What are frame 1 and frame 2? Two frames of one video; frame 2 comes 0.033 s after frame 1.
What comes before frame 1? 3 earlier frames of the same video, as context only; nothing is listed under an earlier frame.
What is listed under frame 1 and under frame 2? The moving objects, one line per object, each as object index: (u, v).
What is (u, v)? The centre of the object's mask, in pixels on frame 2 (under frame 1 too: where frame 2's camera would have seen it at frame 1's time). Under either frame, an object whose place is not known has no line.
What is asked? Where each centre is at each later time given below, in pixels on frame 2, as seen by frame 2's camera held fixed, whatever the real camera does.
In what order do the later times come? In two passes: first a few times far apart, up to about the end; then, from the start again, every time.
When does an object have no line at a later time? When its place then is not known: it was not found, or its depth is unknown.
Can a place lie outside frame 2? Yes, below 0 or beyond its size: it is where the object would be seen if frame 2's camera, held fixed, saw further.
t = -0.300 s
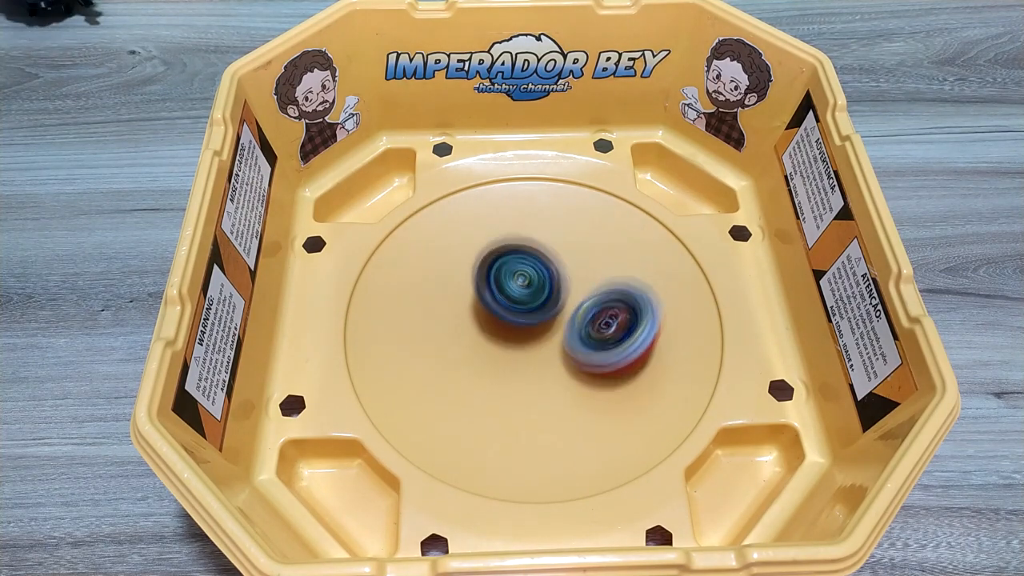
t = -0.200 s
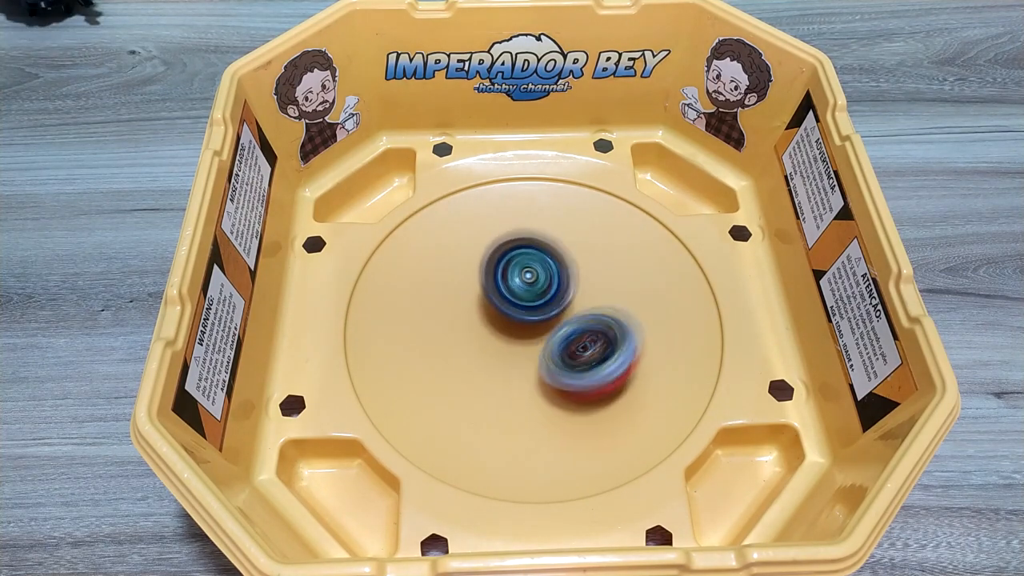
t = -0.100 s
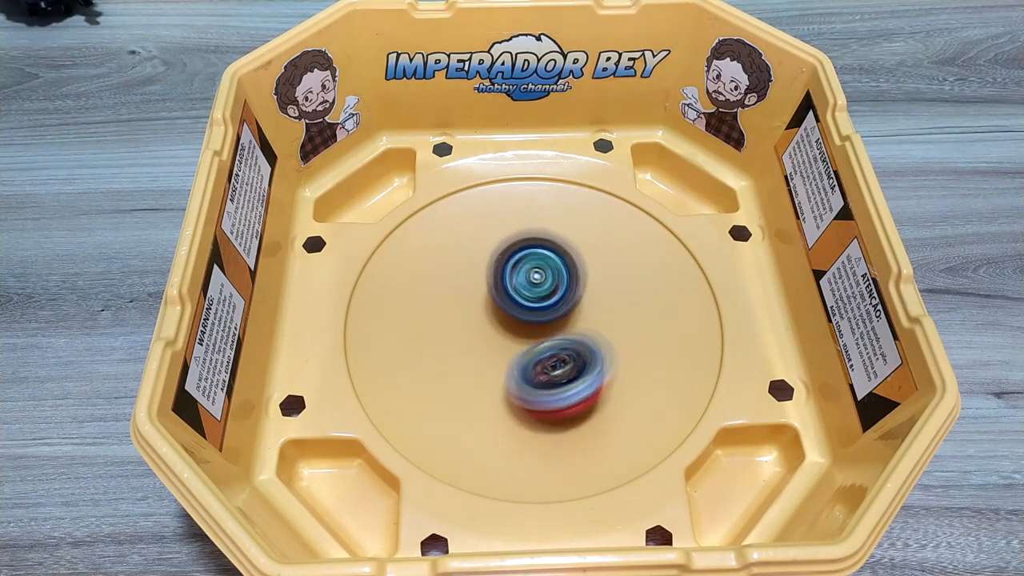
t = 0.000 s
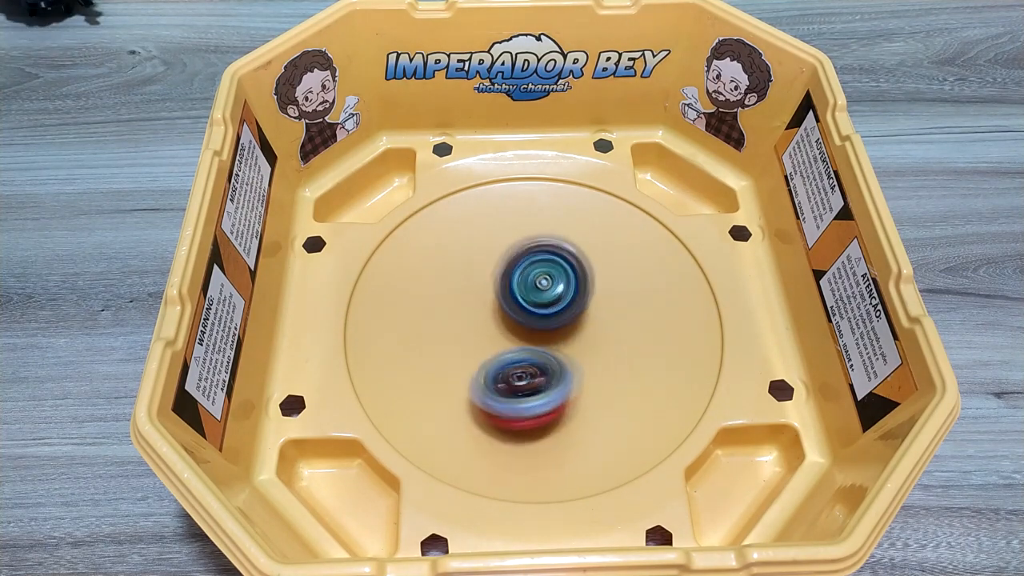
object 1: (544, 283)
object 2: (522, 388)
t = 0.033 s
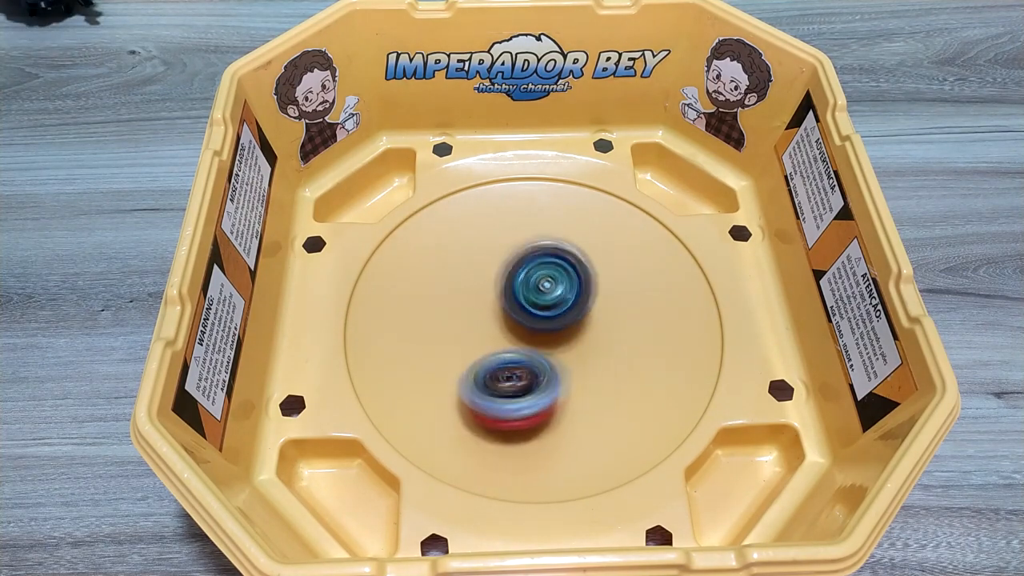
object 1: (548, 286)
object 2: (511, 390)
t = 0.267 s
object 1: (560, 322)
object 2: (457, 368)
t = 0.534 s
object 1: (539, 349)
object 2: (461, 299)
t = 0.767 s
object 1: (530, 342)
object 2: (509, 251)
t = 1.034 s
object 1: (516, 296)
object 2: (583, 254)
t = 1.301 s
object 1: (470, 280)
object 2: (601, 332)
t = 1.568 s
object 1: (494, 292)
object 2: (527, 392)
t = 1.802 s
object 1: (559, 313)
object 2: (460, 376)
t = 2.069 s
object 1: (579, 334)
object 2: (462, 302)
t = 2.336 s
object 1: (532, 331)
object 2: (525, 251)
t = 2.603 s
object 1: (490, 297)
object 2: (599, 266)
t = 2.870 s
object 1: (515, 295)
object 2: (604, 338)
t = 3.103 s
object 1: (536, 280)
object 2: (557, 400)
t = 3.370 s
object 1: (527, 283)
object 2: (483, 369)
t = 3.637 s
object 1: (554, 267)
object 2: (459, 298)
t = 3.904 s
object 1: (578, 303)
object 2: (494, 246)
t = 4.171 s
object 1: (539, 348)
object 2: (566, 263)
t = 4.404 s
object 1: (478, 322)
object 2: (621, 324)
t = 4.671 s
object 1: (486, 290)
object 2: (581, 385)
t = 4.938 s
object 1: (545, 291)
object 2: (466, 381)
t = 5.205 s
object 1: (560, 300)
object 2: (428, 312)
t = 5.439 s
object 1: (554, 311)
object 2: (484, 263)
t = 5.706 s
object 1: (547, 319)
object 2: (589, 248)
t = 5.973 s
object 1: (538, 320)
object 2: (630, 312)
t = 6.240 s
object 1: (535, 319)
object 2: (606, 390)
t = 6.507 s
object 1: (536, 318)
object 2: (522, 400)
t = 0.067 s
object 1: (550, 290)
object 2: (499, 390)
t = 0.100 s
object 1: (553, 294)
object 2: (488, 389)
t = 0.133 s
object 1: (556, 299)
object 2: (479, 387)
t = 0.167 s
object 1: (557, 304)
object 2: (472, 383)
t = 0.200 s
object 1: (559, 310)
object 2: (465, 378)
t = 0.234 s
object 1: (560, 316)
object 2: (460, 373)
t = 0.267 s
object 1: (560, 322)
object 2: (457, 368)
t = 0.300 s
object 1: (561, 328)
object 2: (453, 361)
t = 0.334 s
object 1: (559, 333)
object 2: (452, 354)
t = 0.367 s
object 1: (557, 338)
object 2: (450, 346)
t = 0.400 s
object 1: (555, 341)
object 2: (451, 336)
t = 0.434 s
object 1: (551, 344)
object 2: (452, 327)
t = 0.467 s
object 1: (547, 347)
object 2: (455, 318)
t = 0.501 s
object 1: (543, 347)
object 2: (458, 309)
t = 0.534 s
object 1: (539, 349)
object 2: (461, 299)
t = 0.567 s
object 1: (537, 353)
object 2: (464, 291)
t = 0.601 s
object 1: (535, 353)
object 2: (469, 281)
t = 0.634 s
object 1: (535, 352)
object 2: (476, 272)
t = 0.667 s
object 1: (533, 352)
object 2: (483, 266)
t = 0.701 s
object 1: (533, 350)
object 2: (491, 260)
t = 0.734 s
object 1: (533, 346)
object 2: (500, 255)
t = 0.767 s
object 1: (530, 342)
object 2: (509, 251)
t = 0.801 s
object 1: (530, 337)
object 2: (519, 248)
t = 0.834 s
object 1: (527, 332)
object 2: (528, 247)
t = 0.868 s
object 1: (524, 326)
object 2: (538, 245)
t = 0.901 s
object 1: (524, 321)
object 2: (548, 245)
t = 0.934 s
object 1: (521, 313)
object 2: (557, 246)
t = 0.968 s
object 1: (522, 306)
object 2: (567, 246)
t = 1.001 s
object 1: (518, 299)
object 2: (575, 250)
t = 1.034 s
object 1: (516, 296)
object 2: (583, 254)
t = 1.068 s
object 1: (511, 292)
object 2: (589, 261)
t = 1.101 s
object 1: (505, 288)
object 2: (596, 270)
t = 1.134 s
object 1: (497, 287)
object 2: (603, 279)
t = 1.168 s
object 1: (489, 284)
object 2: (608, 288)
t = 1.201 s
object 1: (482, 283)
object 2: (608, 298)
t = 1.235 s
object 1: (474, 282)
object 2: (608, 309)
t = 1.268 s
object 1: (471, 280)
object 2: (605, 321)
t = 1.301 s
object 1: (470, 280)
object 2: (601, 332)
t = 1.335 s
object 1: (471, 280)
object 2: (595, 343)
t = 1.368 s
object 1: (473, 280)
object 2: (589, 353)
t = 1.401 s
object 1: (475, 281)
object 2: (581, 363)
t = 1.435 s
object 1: (477, 285)
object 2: (571, 371)
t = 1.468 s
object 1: (479, 287)
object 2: (561, 379)
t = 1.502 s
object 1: (483, 288)
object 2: (550, 385)
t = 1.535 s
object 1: (488, 291)
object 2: (539, 389)
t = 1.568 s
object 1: (494, 292)
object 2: (527, 392)
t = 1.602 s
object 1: (501, 295)
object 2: (516, 393)
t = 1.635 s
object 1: (511, 296)
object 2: (505, 393)
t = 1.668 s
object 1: (520, 301)
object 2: (494, 391)
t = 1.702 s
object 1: (529, 304)
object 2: (485, 388)
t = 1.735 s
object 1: (541, 308)
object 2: (475, 385)
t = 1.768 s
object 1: (550, 311)
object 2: (467, 381)
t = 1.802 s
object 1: (559, 313)
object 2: (460, 376)
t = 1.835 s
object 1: (566, 317)
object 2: (457, 369)
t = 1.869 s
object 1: (573, 319)
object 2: (454, 362)
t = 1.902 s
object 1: (578, 323)
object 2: (452, 353)
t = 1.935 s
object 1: (582, 326)
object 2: (452, 344)
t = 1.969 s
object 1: (582, 328)
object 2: (452, 334)
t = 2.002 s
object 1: (583, 331)
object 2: (454, 324)
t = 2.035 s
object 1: (581, 332)
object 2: (457, 313)
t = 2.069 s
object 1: (579, 334)
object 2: (462, 302)
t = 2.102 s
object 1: (575, 335)
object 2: (467, 294)
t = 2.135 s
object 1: (571, 336)
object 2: (473, 286)
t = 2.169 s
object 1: (565, 337)
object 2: (480, 278)
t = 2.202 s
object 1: (561, 337)
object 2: (489, 271)
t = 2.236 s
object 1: (554, 337)
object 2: (497, 264)
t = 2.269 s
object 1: (547, 336)
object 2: (506, 259)
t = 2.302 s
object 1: (540, 334)
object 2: (515, 255)
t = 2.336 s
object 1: (532, 331)
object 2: (525, 251)
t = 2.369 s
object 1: (525, 326)
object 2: (535, 249)
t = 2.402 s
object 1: (519, 321)
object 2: (546, 249)
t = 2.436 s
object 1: (513, 314)
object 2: (555, 250)
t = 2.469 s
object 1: (509, 308)
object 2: (564, 252)
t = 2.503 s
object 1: (499, 303)
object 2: (575, 252)
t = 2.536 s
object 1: (495, 302)
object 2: (584, 256)
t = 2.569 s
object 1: (490, 299)
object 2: (592, 261)
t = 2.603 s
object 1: (490, 297)
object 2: (599, 266)
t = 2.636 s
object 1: (490, 295)
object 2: (604, 273)
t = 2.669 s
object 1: (492, 296)
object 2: (607, 280)
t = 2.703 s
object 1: (494, 295)
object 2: (610, 289)
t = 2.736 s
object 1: (497, 295)
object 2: (611, 298)
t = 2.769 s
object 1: (500, 296)
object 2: (611, 308)
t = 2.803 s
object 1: (505, 294)
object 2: (610, 318)
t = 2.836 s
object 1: (510, 295)
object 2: (608, 327)
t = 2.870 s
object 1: (515, 295)
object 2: (604, 338)
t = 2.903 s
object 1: (523, 295)
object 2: (600, 347)
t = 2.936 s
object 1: (529, 298)
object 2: (593, 356)
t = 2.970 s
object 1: (530, 293)
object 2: (590, 370)
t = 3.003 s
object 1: (530, 285)
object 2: (585, 382)
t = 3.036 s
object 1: (532, 281)
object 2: (578, 391)
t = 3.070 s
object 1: (534, 280)
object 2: (568, 397)
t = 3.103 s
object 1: (536, 280)
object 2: (557, 400)
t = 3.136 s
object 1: (537, 282)
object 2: (547, 401)
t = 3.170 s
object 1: (535, 283)
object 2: (536, 401)
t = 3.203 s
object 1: (533, 283)
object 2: (526, 399)
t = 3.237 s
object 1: (530, 283)
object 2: (515, 395)
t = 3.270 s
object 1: (529, 283)
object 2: (506, 390)
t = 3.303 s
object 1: (529, 281)
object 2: (497, 385)
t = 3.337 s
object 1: (528, 282)
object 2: (489, 377)
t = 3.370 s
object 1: (527, 283)
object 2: (483, 369)
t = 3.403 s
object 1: (527, 282)
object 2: (479, 361)
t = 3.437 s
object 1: (529, 280)
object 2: (475, 351)
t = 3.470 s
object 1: (540, 276)
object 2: (464, 344)
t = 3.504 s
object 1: (547, 272)
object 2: (457, 335)
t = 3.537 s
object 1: (552, 270)
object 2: (454, 325)
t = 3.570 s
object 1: (554, 269)
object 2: (454, 316)
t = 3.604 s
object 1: (553, 266)
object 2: (456, 306)
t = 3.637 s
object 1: (554, 267)
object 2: (459, 298)
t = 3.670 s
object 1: (554, 268)
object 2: (463, 291)
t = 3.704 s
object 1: (554, 268)
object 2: (469, 281)
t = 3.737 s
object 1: (555, 272)
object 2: (474, 273)
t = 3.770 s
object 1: (566, 276)
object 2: (474, 264)
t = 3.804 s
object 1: (574, 284)
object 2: (475, 257)
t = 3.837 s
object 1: (577, 291)
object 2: (480, 251)
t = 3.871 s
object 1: (579, 297)
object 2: (487, 248)
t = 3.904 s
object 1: (578, 303)
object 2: (494, 246)
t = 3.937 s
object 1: (575, 310)
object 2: (503, 247)
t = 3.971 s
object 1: (572, 317)
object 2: (512, 249)
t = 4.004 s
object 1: (567, 322)
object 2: (521, 251)
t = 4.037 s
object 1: (564, 330)
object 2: (528, 251)
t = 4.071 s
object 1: (561, 335)
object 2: (538, 251)
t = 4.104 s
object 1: (555, 339)
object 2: (547, 255)
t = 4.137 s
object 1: (548, 341)
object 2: (556, 259)
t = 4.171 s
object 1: (539, 348)
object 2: (566, 263)
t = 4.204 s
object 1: (532, 348)
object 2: (577, 269)
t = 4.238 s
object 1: (523, 345)
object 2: (584, 275)
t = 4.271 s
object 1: (519, 342)
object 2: (591, 286)
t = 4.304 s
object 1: (513, 337)
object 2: (596, 294)
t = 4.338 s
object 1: (500, 333)
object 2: (604, 303)
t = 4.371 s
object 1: (487, 329)
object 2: (617, 312)
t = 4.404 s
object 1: (478, 322)
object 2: (621, 324)
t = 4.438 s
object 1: (471, 314)
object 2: (625, 335)
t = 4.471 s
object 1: (466, 308)
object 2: (624, 344)
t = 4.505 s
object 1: (465, 301)
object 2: (623, 355)
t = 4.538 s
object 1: (465, 296)
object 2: (617, 362)
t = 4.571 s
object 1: (470, 293)
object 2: (609, 371)
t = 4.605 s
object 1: (475, 288)
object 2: (602, 377)
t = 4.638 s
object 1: (480, 287)
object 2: (590, 383)
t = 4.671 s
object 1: (486, 290)
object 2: (581, 385)
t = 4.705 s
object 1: (489, 284)
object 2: (566, 388)
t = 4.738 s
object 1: (496, 279)
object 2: (554, 390)
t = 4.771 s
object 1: (505, 278)
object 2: (538, 391)
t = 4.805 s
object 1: (511, 283)
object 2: (526, 389)
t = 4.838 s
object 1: (513, 292)
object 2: (510, 386)
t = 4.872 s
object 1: (517, 296)
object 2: (496, 385)
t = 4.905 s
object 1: (529, 292)
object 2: (479, 385)
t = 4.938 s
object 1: (545, 291)
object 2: (466, 381)
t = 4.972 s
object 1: (556, 291)
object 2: (453, 375)
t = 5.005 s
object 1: (565, 288)
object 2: (443, 368)
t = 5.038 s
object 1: (574, 289)
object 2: (436, 361)
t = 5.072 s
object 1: (574, 294)
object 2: (431, 351)
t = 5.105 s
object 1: (568, 296)
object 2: (428, 342)
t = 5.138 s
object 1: (563, 299)
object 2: (426, 331)
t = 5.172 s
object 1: (560, 299)
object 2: (427, 321)
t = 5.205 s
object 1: (560, 300)
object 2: (428, 312)
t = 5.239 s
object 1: (561, 303)
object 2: (432, 304)
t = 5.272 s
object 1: (560, 306)
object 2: (438, 295)
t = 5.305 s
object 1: (557, 308)
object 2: (445, 286)
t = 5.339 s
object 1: (555, 310)
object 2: (454, 279)
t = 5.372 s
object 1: (554, 309)
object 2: (463, 273)
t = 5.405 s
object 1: (553, 310)
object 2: (474, 266)
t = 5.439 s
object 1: (554, 311)
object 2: (484, 263)
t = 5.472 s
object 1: (552, 313)
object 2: (494, 257)
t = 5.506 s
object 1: (553, 317)
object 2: (508, 251)
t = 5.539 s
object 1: (553, 319)
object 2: (521, 247)
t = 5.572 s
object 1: (552, 320)
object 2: (536, 243)
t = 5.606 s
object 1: (551, 320)
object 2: (551, 243)
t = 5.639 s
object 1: (550, 320)
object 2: (564, 244)
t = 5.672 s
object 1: (549, 320)
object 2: (577, 245)
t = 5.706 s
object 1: (547, 319)
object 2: (589, 248)
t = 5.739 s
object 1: (547, 319)
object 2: (598, 253)
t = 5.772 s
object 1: (547, 319)
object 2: (607, 257)
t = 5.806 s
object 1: (547, 319)
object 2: (614, 265)
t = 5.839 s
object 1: (547, 319)
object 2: (618, 272)
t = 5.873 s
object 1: (547, 319)
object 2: (623, 278)
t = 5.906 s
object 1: (546, 319)
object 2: (626, 289)
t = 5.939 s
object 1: (542, 320)
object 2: (626, 300)
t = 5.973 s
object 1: (538, 320)
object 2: (630, 312)
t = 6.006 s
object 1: (536, 319)
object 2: (632, 324)
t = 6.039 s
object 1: (535, 319)
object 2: (631, 337)
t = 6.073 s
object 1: (535, 319)
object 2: (630, 348)
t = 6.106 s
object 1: (535, 319)
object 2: (628, 358)
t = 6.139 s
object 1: (535, 319)
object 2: (624, 368)
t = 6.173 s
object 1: (534, 318)
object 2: (618, 377)
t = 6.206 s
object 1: (535, 319)
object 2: (613, 383)
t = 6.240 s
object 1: (535, 319)
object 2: (606, 390)
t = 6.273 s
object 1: (535, 319)
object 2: (597, 395)
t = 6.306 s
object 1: (534, 319)
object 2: (588, 399)
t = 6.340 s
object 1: (535, 319)
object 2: (578, 401)
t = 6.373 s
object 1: (535, 319)
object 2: (567, 403)
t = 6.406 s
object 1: (535, 319)
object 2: (556, 403)
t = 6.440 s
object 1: (534, 319)
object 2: (543, 403)
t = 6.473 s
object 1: (535, 318)
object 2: (532, 401)
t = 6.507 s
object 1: (536, 318)
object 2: (522, 400)
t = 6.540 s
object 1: (536, 319)
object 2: (510, 398)
